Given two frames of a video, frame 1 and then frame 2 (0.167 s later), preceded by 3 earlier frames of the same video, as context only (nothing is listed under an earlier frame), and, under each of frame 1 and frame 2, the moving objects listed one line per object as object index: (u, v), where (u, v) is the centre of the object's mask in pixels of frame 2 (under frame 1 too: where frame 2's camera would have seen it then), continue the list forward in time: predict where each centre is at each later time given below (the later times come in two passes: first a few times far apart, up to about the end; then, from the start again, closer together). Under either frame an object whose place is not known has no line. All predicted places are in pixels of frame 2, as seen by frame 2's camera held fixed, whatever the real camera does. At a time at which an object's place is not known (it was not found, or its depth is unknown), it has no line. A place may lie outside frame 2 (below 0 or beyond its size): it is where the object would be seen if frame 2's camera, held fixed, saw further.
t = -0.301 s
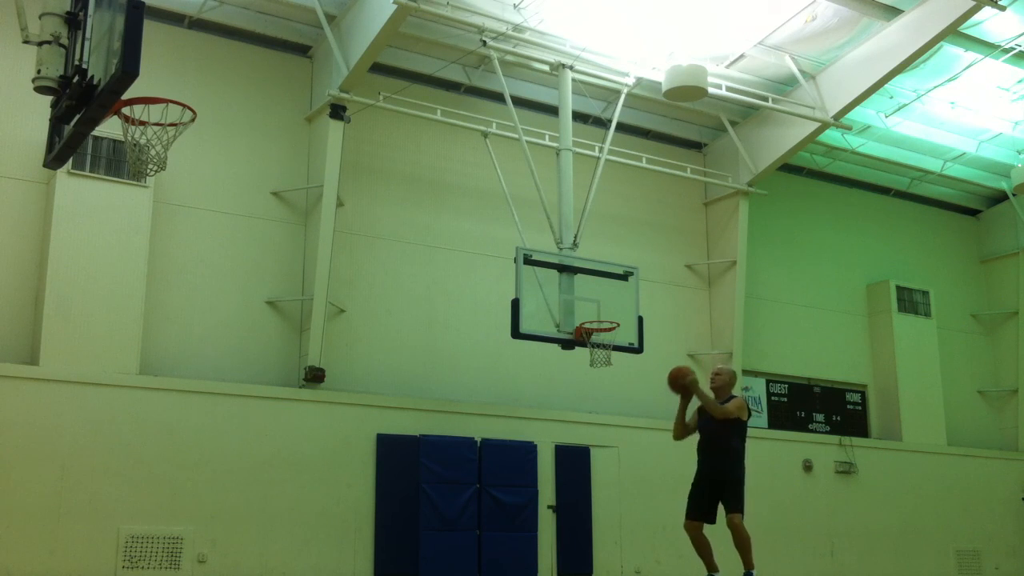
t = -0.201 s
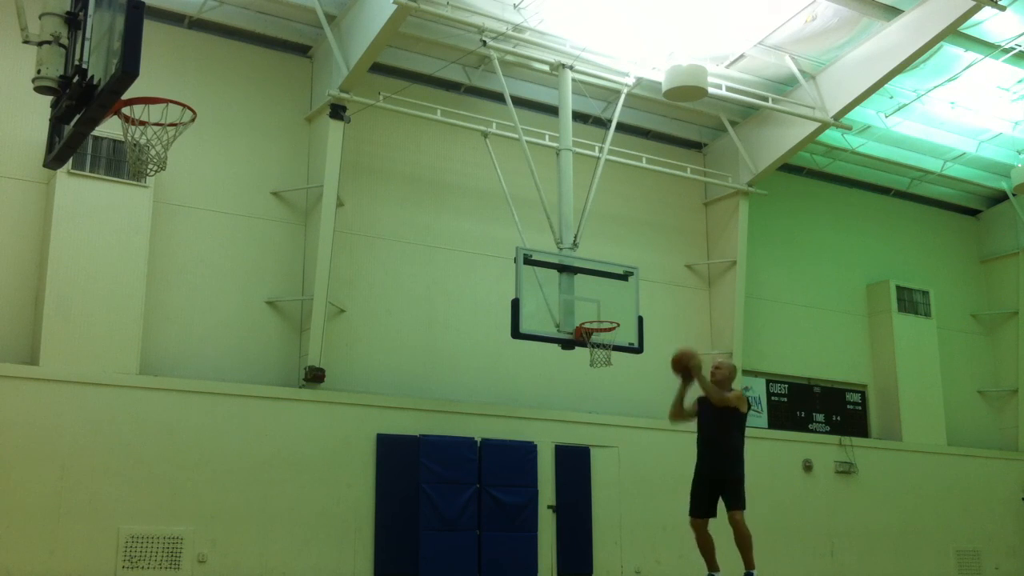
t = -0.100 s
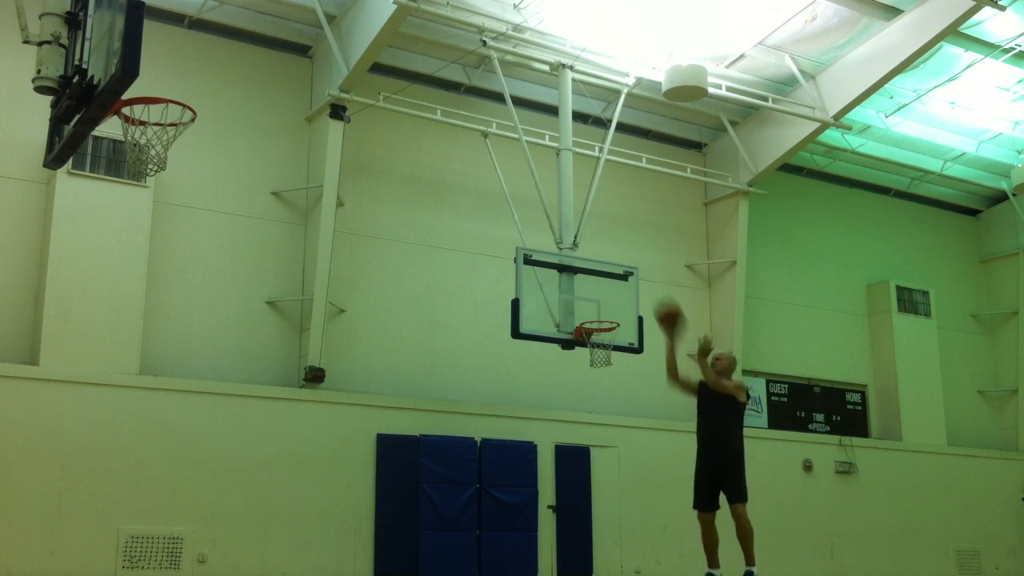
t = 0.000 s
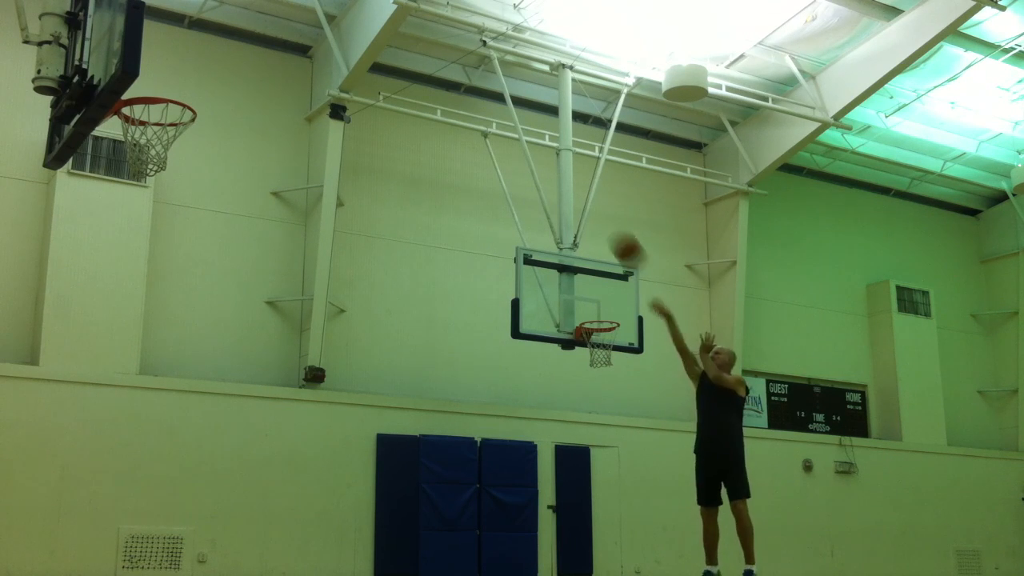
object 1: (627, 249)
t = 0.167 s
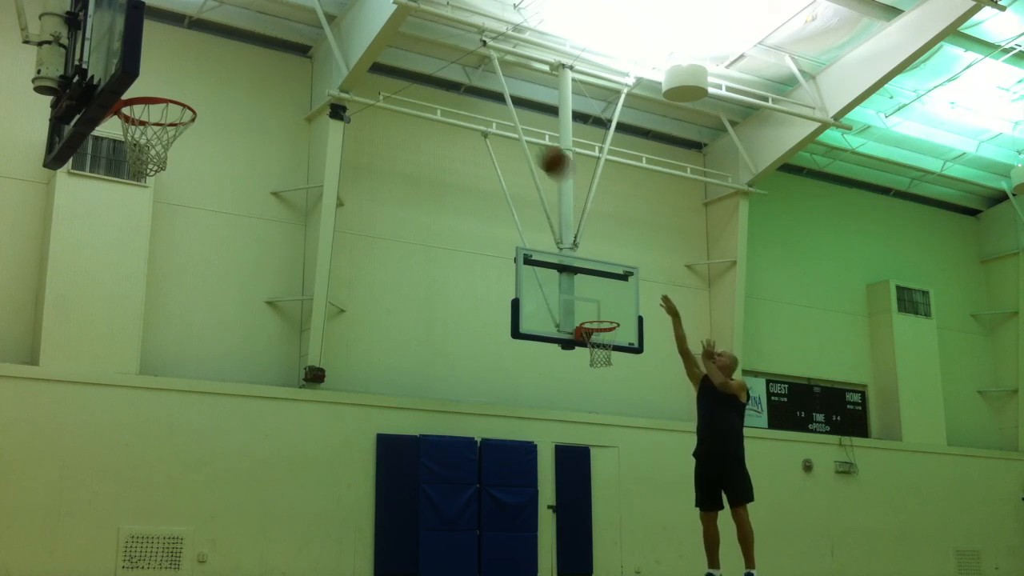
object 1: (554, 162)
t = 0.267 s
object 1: (510, 121)
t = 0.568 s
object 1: (366, 63)
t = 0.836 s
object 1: (216, 103)
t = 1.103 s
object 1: (318, 94)
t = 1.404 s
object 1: (442, 177)
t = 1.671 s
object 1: (543, 353)
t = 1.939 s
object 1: (634, 551)
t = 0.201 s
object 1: (539, 147)
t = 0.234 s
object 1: (524, 133)
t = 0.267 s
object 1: (510, 121)
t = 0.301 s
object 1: (494, 111)
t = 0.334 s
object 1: (477, 99)
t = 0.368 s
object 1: (464, 92)
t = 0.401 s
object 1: (449, 84)
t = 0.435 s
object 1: (432, 77)
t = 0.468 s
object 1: (416, 72)
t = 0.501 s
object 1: (399, 68)
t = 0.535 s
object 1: (383, 65)
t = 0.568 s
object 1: (366, 63)
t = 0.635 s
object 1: (330, 64)
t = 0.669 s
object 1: (312, 66)
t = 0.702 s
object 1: (293, 71)
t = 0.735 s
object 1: (274, 77)
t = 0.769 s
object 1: (254, 84)
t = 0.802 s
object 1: (234, 93)
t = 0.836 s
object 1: (216, 103)
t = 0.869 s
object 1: (212, 108)
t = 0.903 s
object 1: (226, 102)
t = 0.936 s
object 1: (242, 97)
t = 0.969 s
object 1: (258, 94)
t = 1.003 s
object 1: (272, 91)
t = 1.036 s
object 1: (288, 91)
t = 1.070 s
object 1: (303, 91)
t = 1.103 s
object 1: (318, 94)
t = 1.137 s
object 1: (333, 97)
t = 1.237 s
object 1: (374, 117)
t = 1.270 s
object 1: (388, 126)
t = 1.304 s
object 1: (402, 136)
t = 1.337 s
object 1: (415, 148)
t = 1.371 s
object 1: (429, 162)
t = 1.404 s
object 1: (442, 177)
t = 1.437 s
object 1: (455, 193)
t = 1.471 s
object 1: (468, 210)
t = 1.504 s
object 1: (481, 230)
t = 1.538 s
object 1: (493, 251)
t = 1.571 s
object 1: (505, 273)
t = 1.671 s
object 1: (543, 353)
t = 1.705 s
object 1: (555, 377)
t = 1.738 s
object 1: (567, 404)
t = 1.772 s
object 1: (578, 433)
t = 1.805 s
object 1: (598, 475)
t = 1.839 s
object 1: (607, 510)
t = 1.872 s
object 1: (617, 546)
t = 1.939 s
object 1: (634, 551)
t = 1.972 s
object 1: (640, 527)
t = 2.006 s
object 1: (647, 504)
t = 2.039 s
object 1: (652, 485)
